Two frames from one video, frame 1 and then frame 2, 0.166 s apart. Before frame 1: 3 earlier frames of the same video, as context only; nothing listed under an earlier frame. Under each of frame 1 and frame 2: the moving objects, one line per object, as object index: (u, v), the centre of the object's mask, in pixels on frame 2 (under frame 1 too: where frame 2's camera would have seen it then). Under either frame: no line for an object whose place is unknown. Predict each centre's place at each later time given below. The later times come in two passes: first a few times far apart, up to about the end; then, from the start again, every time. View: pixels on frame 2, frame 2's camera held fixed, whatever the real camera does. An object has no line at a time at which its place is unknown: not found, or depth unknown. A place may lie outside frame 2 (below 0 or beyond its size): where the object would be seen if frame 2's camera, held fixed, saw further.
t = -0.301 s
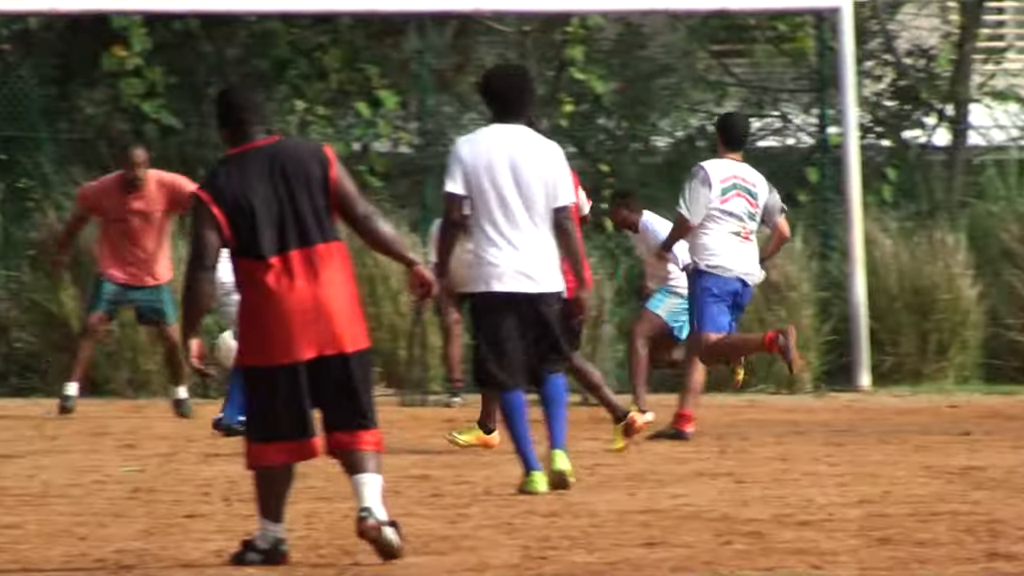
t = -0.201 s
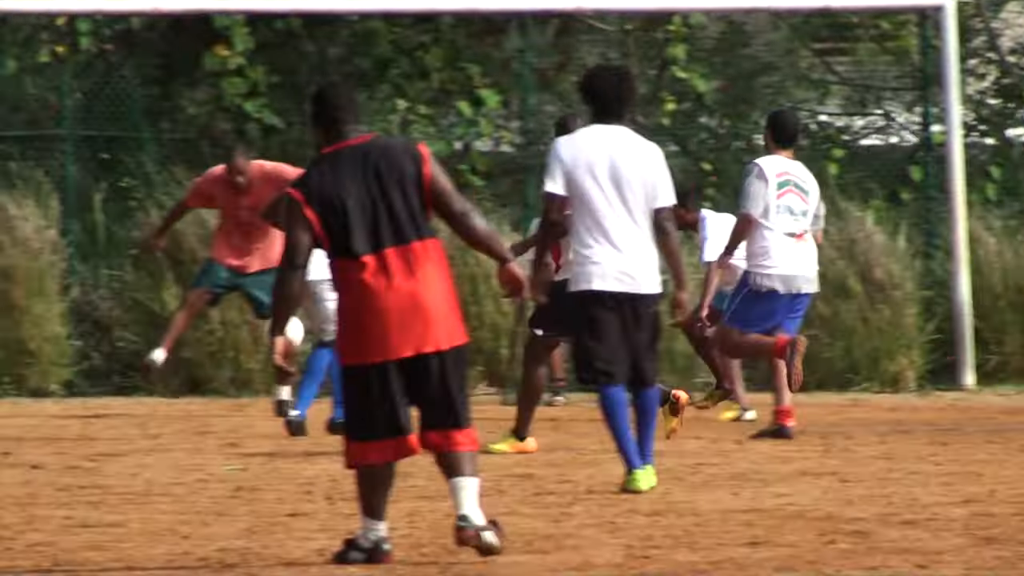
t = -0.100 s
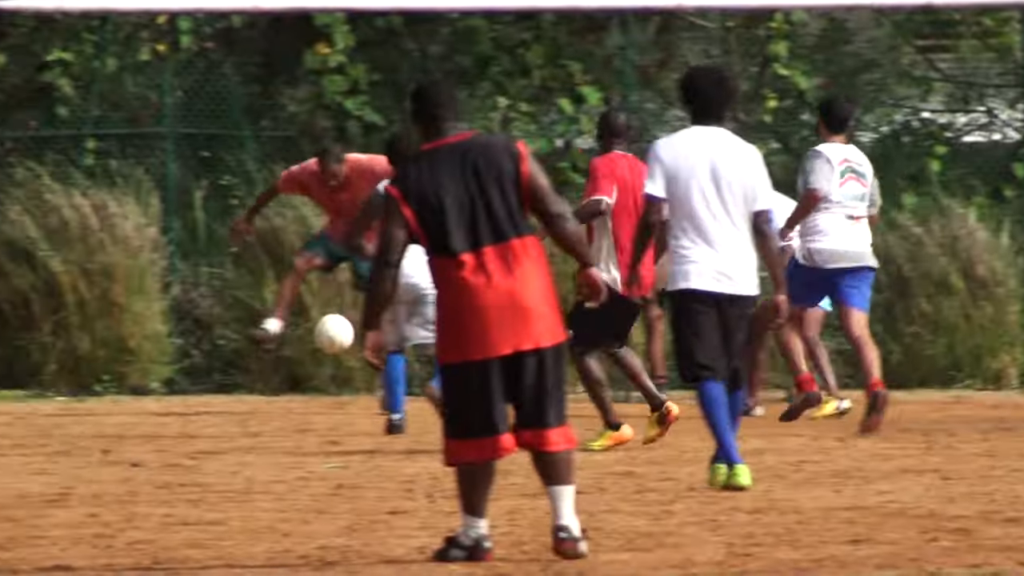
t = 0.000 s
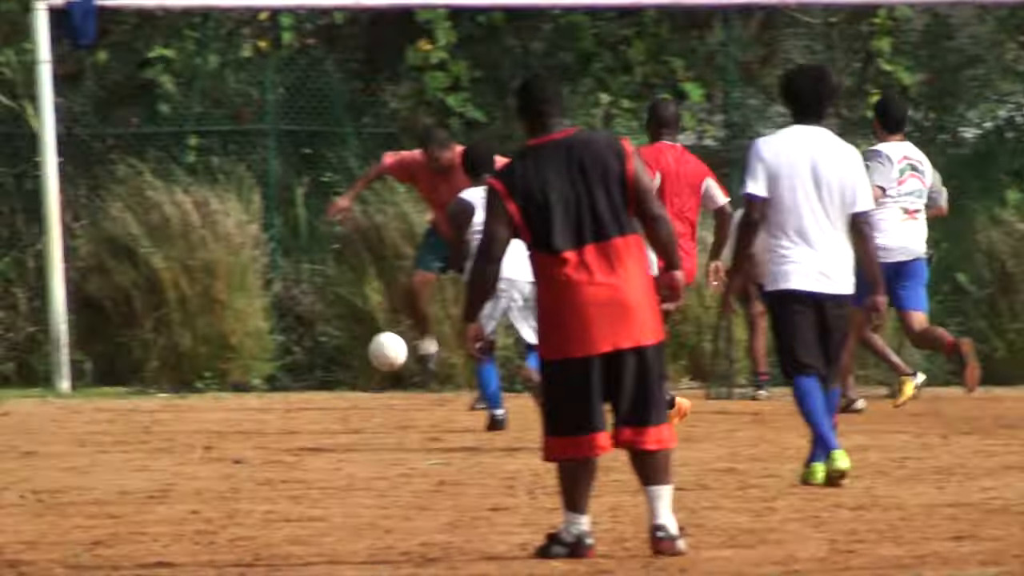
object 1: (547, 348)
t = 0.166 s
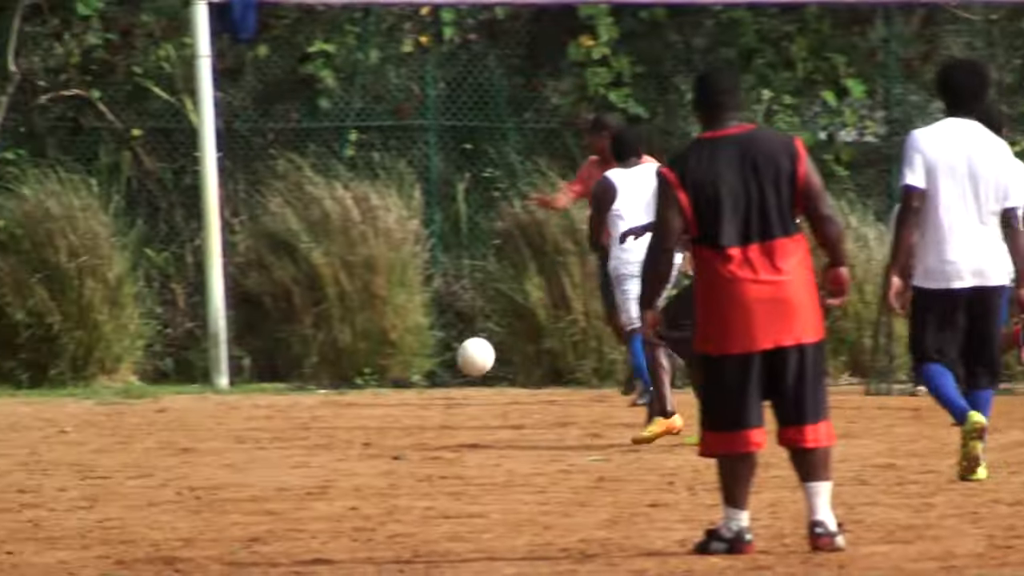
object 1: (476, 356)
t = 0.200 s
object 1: (463, 346)
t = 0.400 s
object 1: (387, 318)
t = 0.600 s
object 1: (317, 360)
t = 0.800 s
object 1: (253, 355)
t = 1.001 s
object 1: (200, 356)
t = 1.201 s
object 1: (232, 355)
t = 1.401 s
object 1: (254, 366)
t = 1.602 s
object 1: (279, 370)
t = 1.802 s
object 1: (298, 371)
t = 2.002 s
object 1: (312, 371)
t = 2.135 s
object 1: (319, 372)
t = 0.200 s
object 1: (463, 346)
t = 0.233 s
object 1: (449, 336)
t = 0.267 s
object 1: (437, 329)
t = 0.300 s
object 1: (426, 321)
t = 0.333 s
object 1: (413, 317)
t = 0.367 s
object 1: (400, 318)
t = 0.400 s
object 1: (387, 318)
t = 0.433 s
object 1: (375, 321)
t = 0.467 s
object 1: (363, 325)
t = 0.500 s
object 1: (351, 331)
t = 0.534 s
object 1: (340, 339)
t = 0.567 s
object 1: (328, 348)
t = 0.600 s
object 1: (317, 360)
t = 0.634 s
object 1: (307, 372)
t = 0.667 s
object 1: (296, 376)
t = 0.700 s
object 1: (285, 369)
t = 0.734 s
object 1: (274, 362)
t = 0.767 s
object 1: (263, 359)
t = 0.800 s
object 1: (253, 355)
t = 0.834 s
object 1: (244, 354)
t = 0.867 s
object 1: (238, 355)
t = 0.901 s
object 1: (233, 355)
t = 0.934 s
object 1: (228, 356)
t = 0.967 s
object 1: (203, 357)
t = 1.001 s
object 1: (200, 356)
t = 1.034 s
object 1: (199, 356)
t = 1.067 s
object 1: (199, 355)
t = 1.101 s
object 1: (200, 356)
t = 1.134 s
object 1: (203, 354)
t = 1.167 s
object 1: (228, 354)
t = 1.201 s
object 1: (232, 355)
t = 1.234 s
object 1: (235, 360)
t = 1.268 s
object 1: (239, 366)
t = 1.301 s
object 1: (243, 371)
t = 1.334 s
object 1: (245, 370)
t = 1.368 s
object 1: (249, 368)
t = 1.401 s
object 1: (254, 366)
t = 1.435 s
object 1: (258, 366)
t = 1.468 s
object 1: (263, 365)
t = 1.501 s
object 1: (267, 367)
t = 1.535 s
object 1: (272, 369)
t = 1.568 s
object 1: (276, 372)
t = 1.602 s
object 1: (279, 370)
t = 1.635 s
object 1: (283, 369)
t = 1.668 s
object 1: (286, 369)
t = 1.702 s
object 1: (289, 370)
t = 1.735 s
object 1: (292, 370)
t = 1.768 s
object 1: (296, 371)
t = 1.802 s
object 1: (298, 371)
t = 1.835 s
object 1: (301, 370)
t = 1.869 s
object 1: (304, 370)
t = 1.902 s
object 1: (306, 370)
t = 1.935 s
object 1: (308, 370)
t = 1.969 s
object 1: (310, 371)
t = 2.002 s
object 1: (312, 371)
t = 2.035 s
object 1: (314, 372)
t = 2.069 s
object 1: (316, 372)
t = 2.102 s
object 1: (317, 372)
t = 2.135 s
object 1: (319, 372)
